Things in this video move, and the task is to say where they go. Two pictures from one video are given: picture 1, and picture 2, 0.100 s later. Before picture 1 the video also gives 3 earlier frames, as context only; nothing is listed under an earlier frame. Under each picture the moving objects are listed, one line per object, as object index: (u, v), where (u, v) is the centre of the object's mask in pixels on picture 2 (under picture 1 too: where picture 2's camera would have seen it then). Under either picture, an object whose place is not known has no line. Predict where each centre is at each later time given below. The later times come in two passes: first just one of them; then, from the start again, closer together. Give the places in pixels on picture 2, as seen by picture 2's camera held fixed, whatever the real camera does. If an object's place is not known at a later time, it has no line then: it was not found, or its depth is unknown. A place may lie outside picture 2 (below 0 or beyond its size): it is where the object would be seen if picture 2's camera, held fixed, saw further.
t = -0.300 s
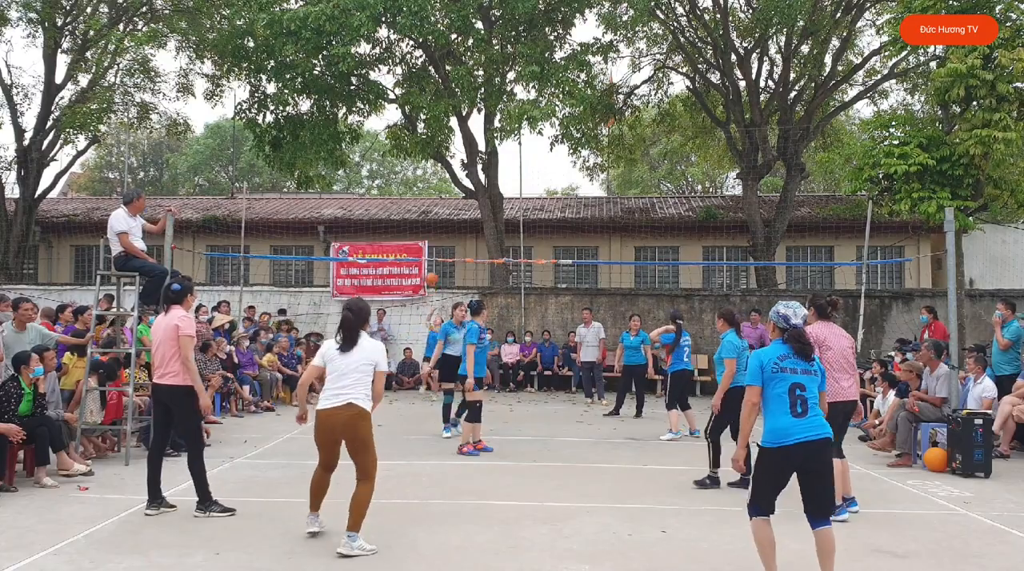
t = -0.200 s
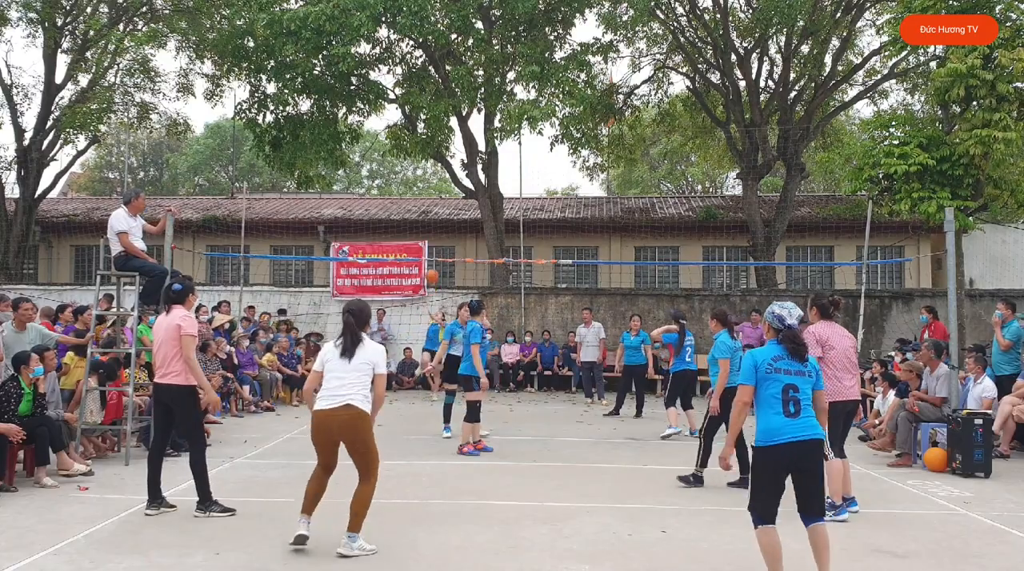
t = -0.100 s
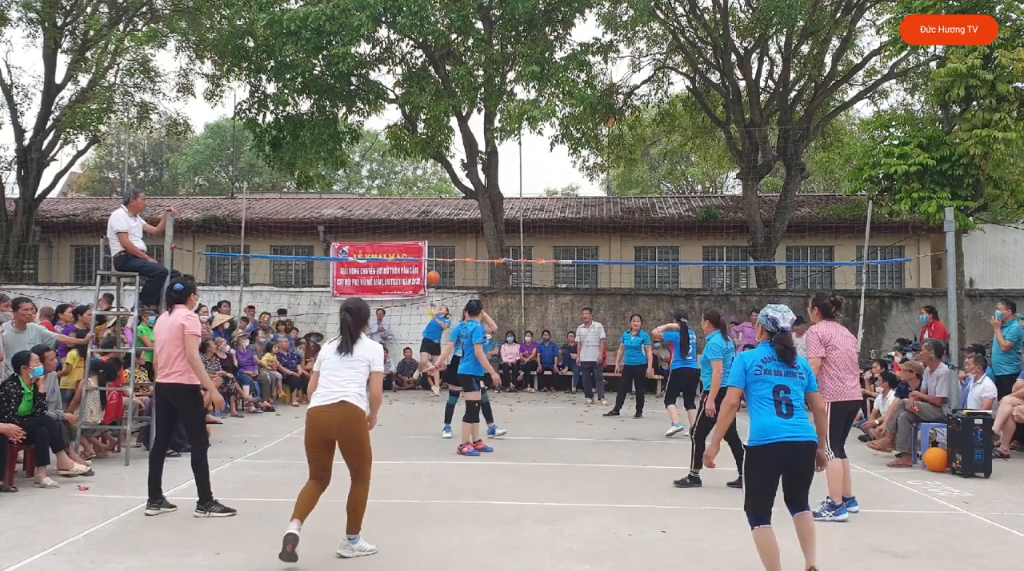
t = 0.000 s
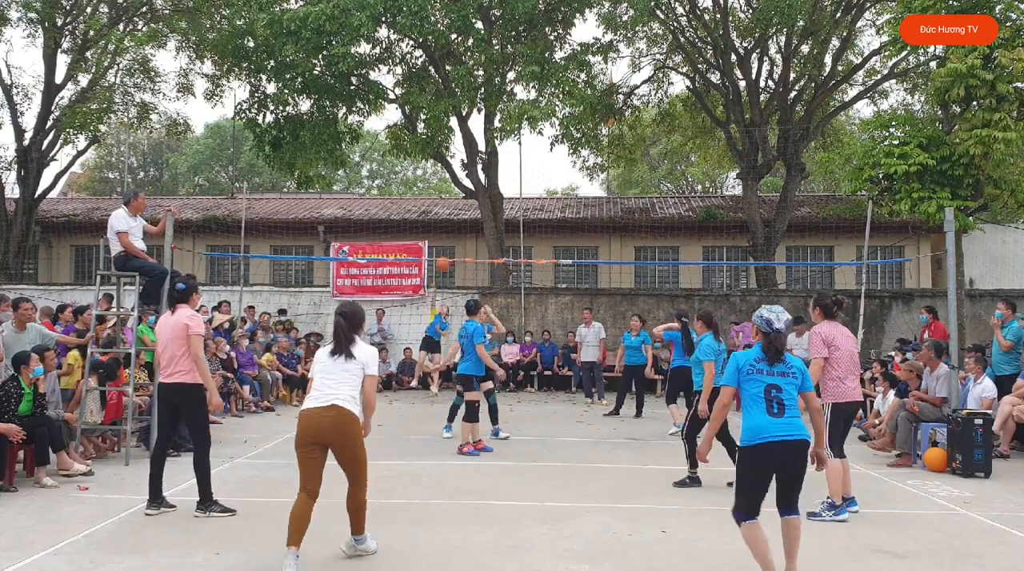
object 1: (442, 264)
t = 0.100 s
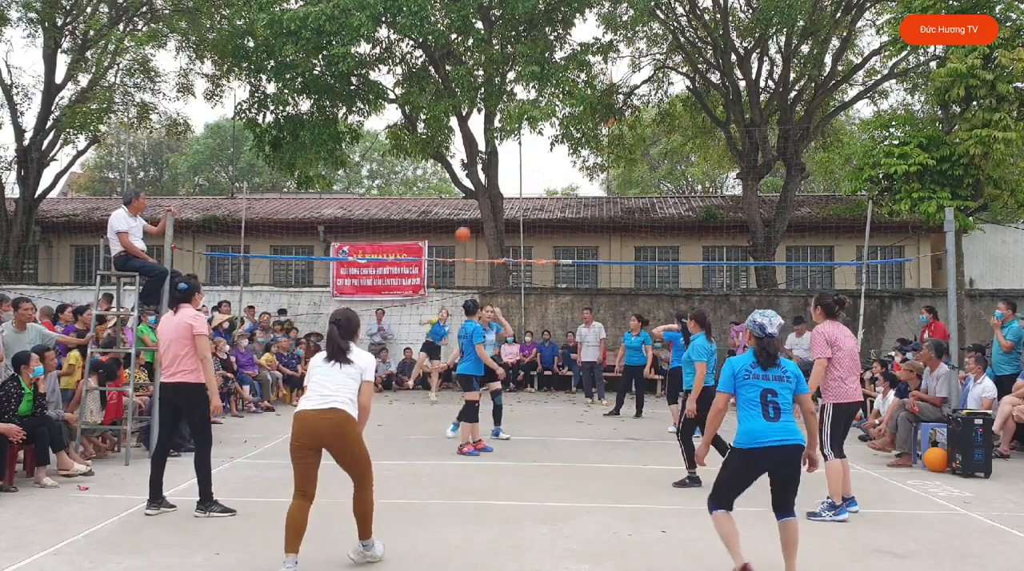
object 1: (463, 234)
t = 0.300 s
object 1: (508, 193)
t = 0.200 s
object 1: (485, 210)
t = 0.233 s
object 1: (492, 204)
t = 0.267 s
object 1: (500, 198)
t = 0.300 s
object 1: (508, 193)
